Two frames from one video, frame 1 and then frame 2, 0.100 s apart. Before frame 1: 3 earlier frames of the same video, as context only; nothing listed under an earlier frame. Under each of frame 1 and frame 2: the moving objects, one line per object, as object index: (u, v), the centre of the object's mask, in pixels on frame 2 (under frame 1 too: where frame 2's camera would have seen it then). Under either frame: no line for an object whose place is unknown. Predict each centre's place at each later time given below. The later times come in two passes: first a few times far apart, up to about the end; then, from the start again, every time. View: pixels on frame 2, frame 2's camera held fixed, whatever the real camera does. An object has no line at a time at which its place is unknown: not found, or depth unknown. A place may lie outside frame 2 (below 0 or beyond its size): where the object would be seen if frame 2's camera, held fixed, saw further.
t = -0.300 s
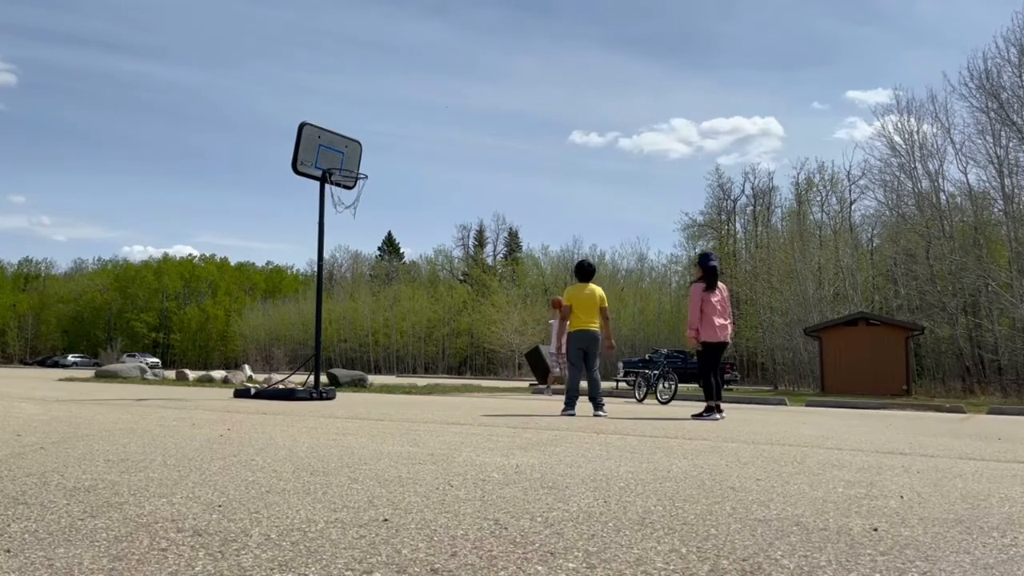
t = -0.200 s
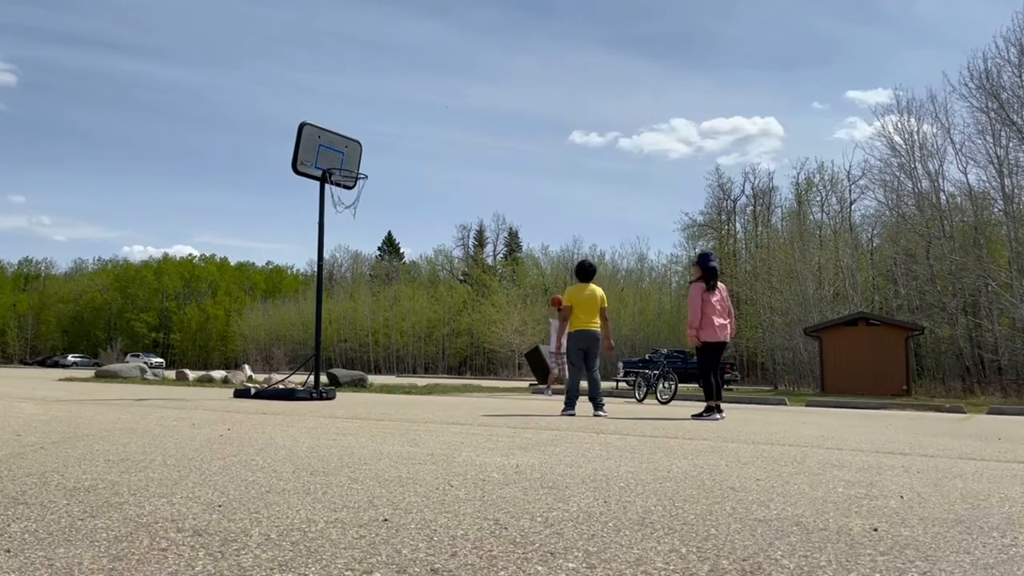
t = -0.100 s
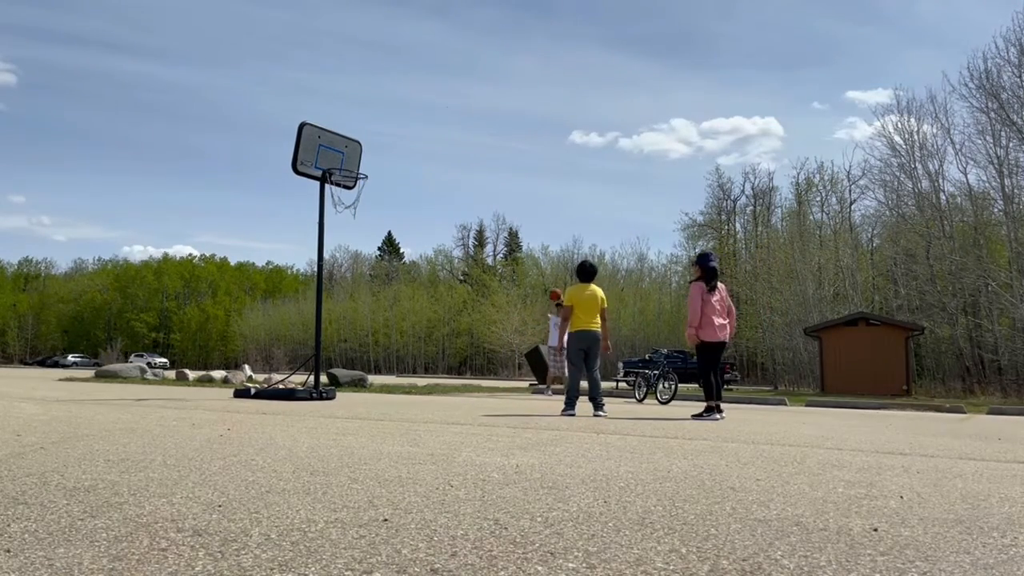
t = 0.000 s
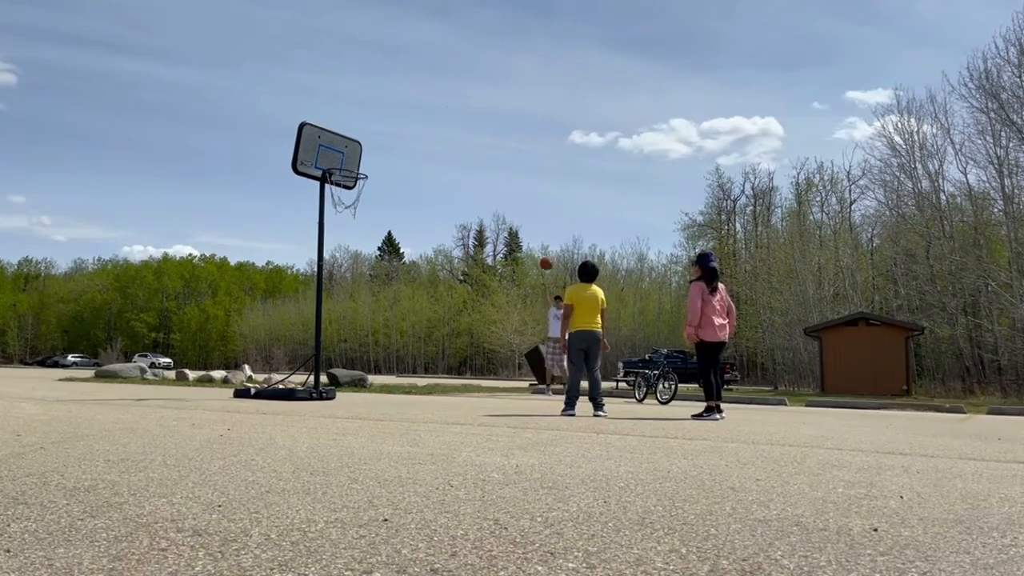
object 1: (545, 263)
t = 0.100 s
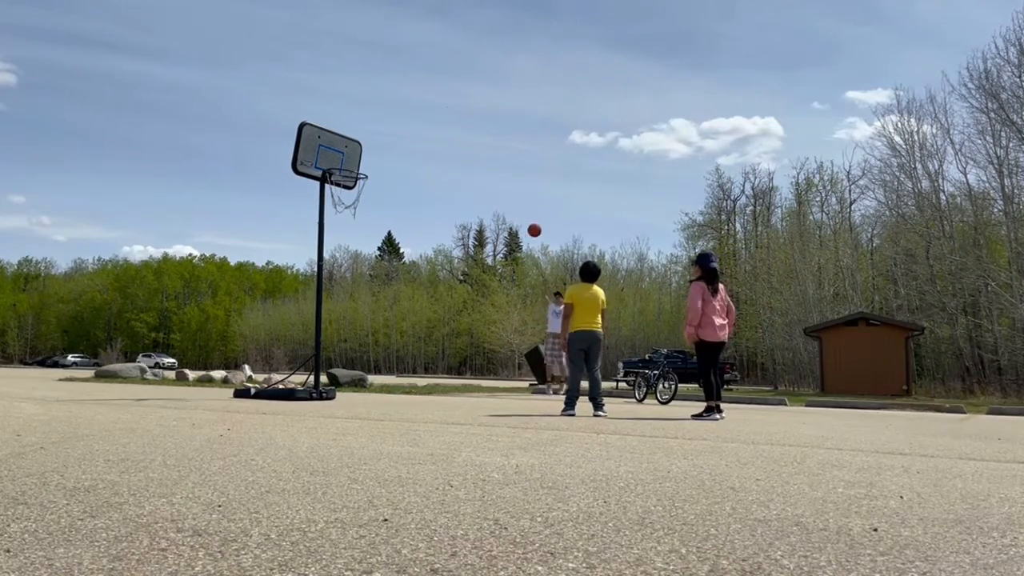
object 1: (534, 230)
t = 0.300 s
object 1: (508, 175)
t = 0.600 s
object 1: (462, 128)
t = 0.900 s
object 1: (404, 132)
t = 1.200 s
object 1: (363, 153)
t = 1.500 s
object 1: (389, 147)
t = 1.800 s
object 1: (412, 206)
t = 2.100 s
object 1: (431, 329)
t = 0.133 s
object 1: (530, 220)
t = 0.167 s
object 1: (526, 210)
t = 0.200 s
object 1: (522, 201)
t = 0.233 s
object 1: (517, 192)
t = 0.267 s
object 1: (513, 183)
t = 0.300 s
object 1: (508, 175)
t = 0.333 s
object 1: (504, 168)
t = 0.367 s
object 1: (499, 161)
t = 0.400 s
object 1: (494, 155)
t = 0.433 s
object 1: (489, 149)
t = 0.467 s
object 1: (484, 143)
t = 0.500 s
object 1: (479, 138)
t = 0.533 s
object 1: (474, 134)
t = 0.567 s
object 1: (467, 131)
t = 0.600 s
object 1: (462, 128)
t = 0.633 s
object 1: (456, 125)
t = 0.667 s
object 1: (451, 124)
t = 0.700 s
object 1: (444, 123)
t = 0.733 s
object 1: (438, 122)
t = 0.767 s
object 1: (431, 123)
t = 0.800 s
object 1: (425, 124)
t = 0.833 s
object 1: (418, 126)
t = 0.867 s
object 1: (411, 129)
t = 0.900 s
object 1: (404, 132)
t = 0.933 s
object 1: (396, 137)
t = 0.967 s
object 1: (388, 142)
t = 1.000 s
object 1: (380, 149)
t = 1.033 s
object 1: (373, 156)
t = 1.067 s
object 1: (364, 164)
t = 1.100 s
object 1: (357, 171)
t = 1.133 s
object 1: (359, 164)
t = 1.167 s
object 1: (360, 157)
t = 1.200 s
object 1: (363, 153)
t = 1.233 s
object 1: (367, 149)
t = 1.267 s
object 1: (369, 145)
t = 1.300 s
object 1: (372, 143)
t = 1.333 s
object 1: (375, 141)
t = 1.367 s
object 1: (378, 141)
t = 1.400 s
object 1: (381, 141)
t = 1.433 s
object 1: (384, 142)
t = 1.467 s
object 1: (387, 144)
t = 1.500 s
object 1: (389, 147)
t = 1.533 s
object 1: (392, 150)
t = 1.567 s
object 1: (395, 154)
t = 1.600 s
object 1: (397, 159)
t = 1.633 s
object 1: (400, 165)
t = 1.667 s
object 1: (402, 172)
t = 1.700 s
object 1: (405, 179)
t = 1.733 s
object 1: (407, 188)
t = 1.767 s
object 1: (409, 196)
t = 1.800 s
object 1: (412, 206)
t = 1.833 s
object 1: (414, 217)
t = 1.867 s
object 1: (416, 228)
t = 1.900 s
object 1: (419, 240)
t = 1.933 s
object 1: (421, 253)
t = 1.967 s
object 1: (423, 266)
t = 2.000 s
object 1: (425, 281)
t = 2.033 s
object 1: (427, 296)
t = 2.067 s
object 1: (429, 312)
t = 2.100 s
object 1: (431, 329)
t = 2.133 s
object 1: (433, 345)
